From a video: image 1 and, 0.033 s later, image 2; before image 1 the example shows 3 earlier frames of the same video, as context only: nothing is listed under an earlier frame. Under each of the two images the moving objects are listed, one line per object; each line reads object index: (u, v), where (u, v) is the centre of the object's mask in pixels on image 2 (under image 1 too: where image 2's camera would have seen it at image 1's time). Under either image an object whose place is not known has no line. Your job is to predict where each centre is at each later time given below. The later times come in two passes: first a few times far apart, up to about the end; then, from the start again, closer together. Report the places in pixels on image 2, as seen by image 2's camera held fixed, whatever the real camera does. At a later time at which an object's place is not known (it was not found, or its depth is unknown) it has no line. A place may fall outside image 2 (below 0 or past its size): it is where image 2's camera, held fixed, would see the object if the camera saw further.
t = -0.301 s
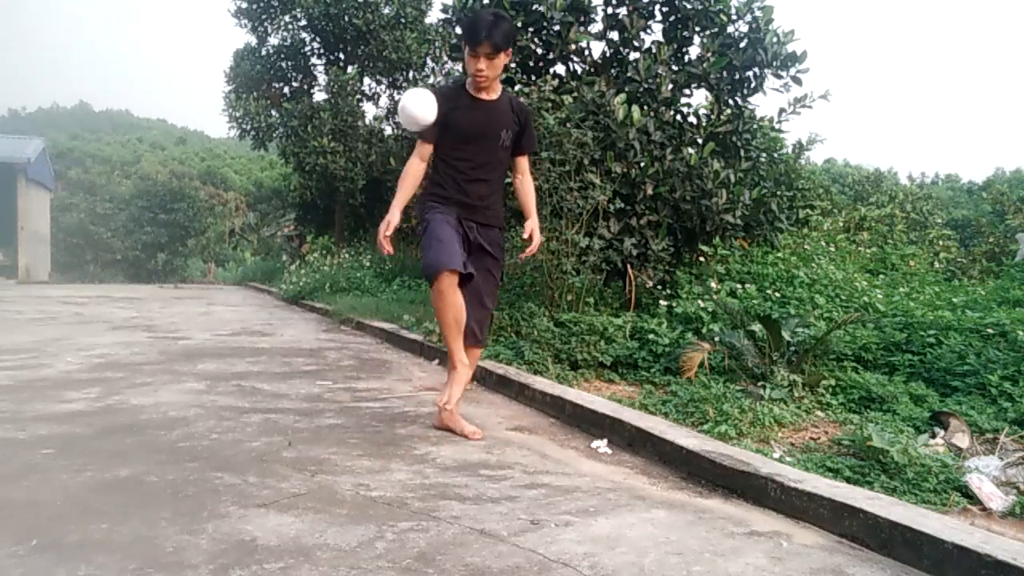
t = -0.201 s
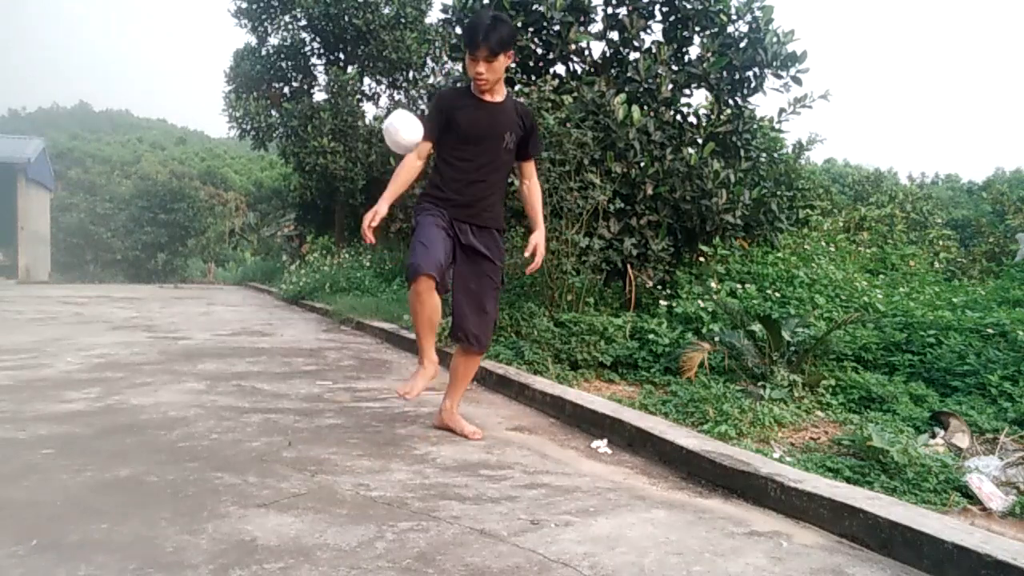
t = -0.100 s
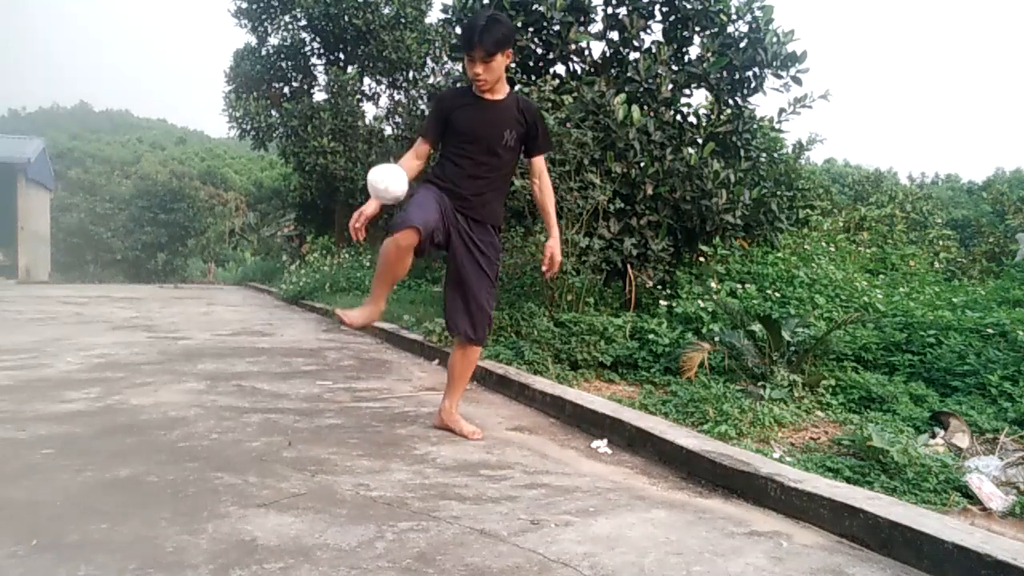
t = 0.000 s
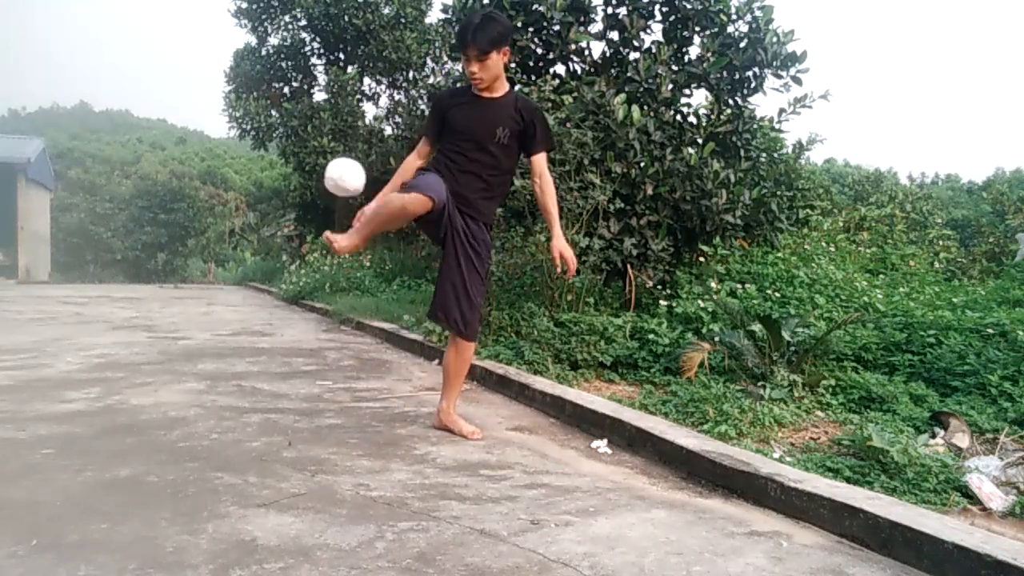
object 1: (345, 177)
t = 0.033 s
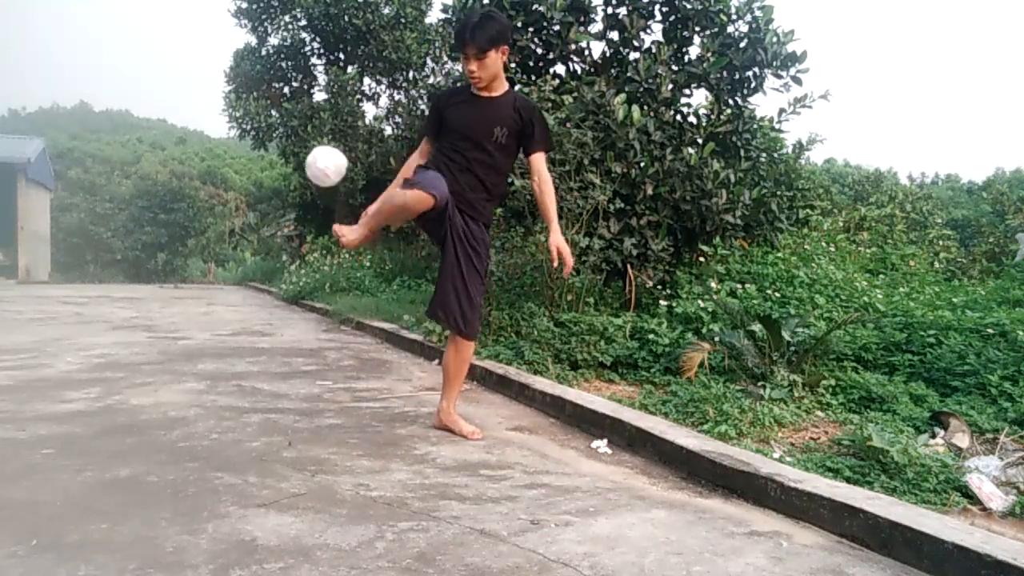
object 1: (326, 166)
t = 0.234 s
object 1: (208, 165)
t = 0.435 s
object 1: (94, 277)
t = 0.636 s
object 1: (10, 388)
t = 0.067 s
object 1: (306, 158)
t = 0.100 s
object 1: (286, 153)
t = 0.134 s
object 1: (267, 152)
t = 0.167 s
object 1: (247, 153)
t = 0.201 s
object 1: (228, 157)
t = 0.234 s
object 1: (208, 165)
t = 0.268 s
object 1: (189, 176)
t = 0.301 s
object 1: (169, 190)
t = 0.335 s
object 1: (150, 208)
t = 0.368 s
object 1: (132, 228)
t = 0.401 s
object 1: (112, 251)
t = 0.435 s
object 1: (94, 277)
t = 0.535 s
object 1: (41, 376)
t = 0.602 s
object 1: (16, 404)
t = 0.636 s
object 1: (10, 388)
